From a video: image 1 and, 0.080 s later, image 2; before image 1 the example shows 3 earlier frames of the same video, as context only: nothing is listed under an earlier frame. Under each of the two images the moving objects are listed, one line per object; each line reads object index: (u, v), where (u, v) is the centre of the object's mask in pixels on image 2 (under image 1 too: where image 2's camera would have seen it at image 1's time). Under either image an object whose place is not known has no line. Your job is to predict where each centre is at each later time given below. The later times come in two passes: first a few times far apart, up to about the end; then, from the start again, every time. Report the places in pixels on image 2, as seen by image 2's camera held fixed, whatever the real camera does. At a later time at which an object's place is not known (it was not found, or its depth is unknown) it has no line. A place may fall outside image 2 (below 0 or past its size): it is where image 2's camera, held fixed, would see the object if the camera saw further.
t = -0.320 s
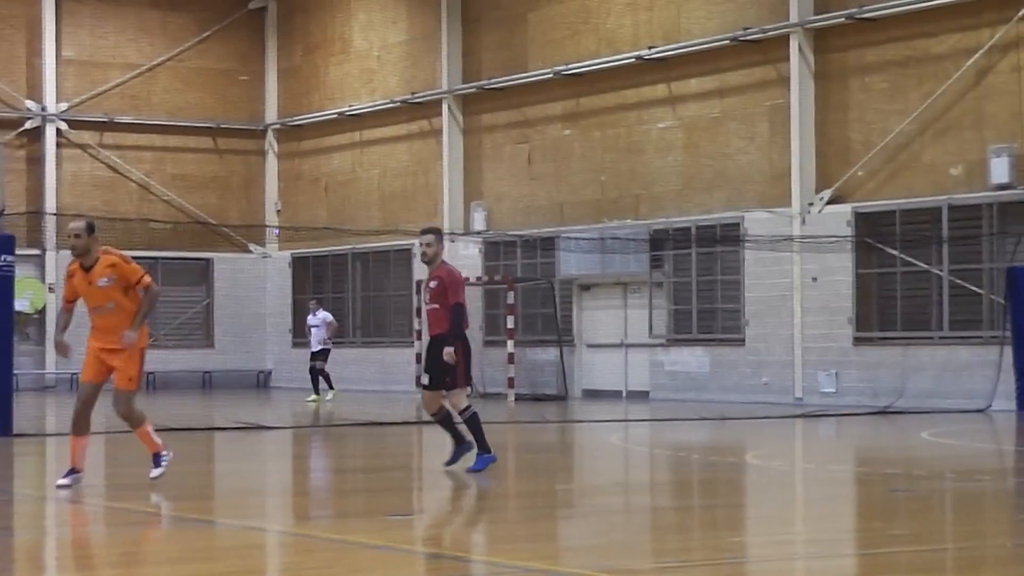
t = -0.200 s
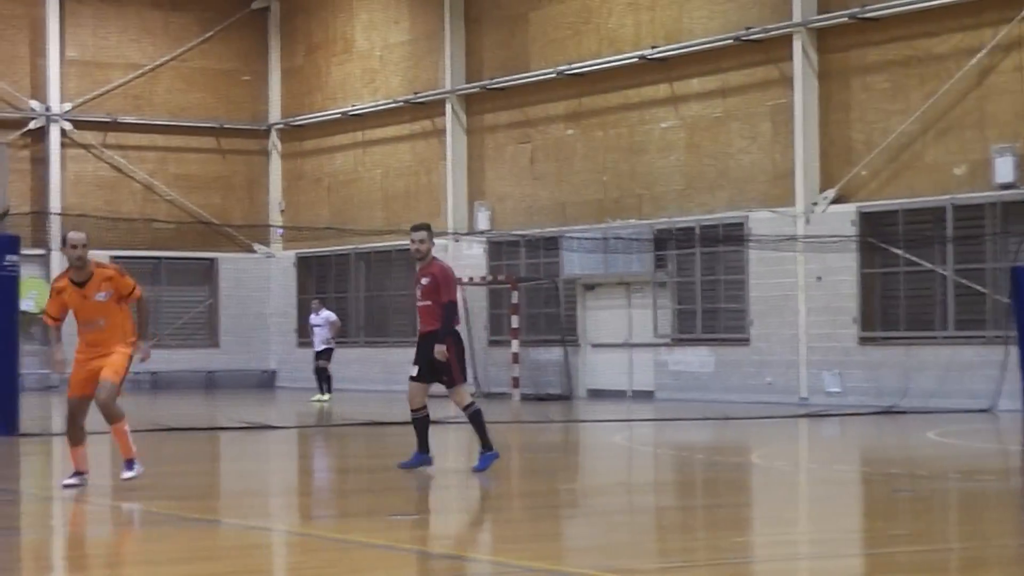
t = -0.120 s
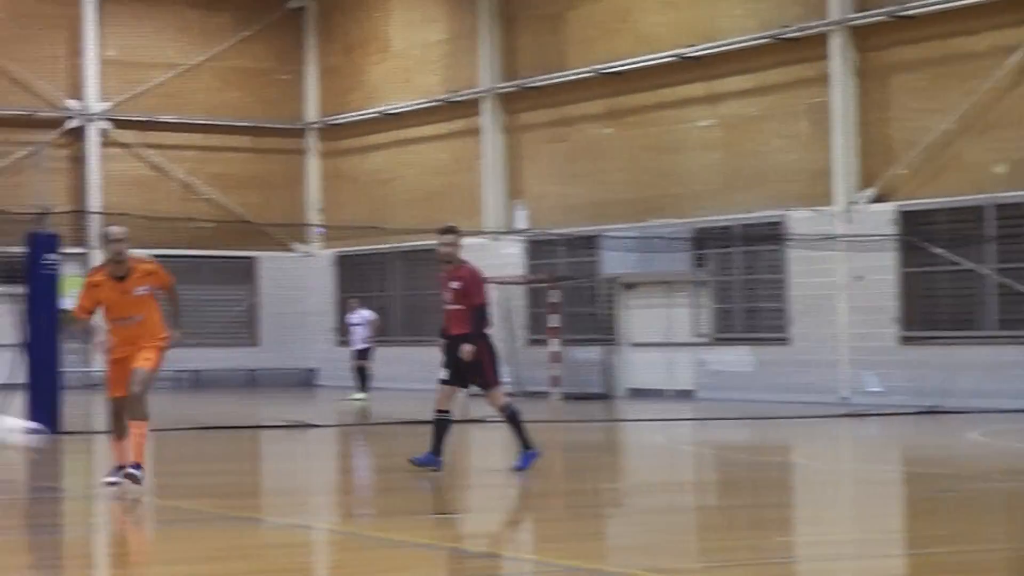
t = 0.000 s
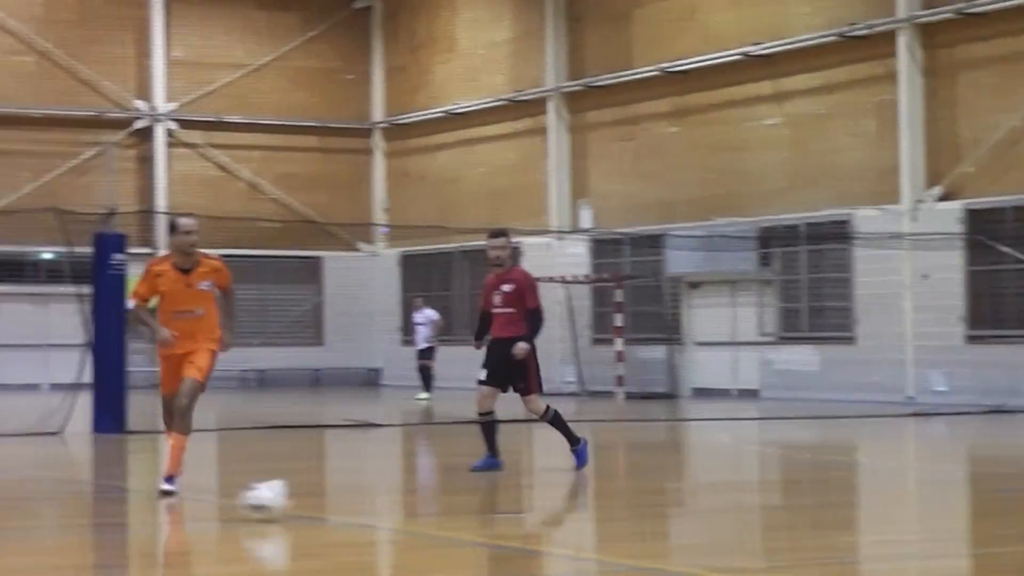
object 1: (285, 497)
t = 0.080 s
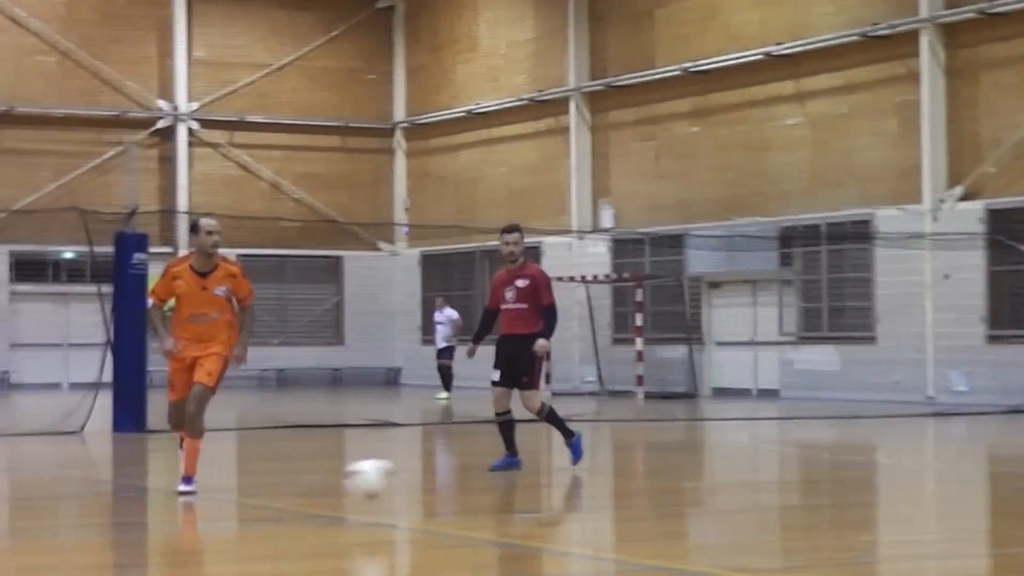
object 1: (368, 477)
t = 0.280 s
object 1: (598, 475)
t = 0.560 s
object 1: (930, 518)
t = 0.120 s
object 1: (414, 469)
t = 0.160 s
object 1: (459, 467)
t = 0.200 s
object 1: (499, 467)
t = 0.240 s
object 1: (546, 469)
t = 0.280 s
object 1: (598, 475)
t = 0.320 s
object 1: (647, 486)
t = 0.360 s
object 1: (697, 499)
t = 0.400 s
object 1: (751, 521)
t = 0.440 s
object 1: (798, 521)
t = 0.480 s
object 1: (840, 517)
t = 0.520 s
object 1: (884, 514)
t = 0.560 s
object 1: (930, 518)
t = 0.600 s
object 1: (976, 526)
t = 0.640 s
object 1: (1022, 534)
